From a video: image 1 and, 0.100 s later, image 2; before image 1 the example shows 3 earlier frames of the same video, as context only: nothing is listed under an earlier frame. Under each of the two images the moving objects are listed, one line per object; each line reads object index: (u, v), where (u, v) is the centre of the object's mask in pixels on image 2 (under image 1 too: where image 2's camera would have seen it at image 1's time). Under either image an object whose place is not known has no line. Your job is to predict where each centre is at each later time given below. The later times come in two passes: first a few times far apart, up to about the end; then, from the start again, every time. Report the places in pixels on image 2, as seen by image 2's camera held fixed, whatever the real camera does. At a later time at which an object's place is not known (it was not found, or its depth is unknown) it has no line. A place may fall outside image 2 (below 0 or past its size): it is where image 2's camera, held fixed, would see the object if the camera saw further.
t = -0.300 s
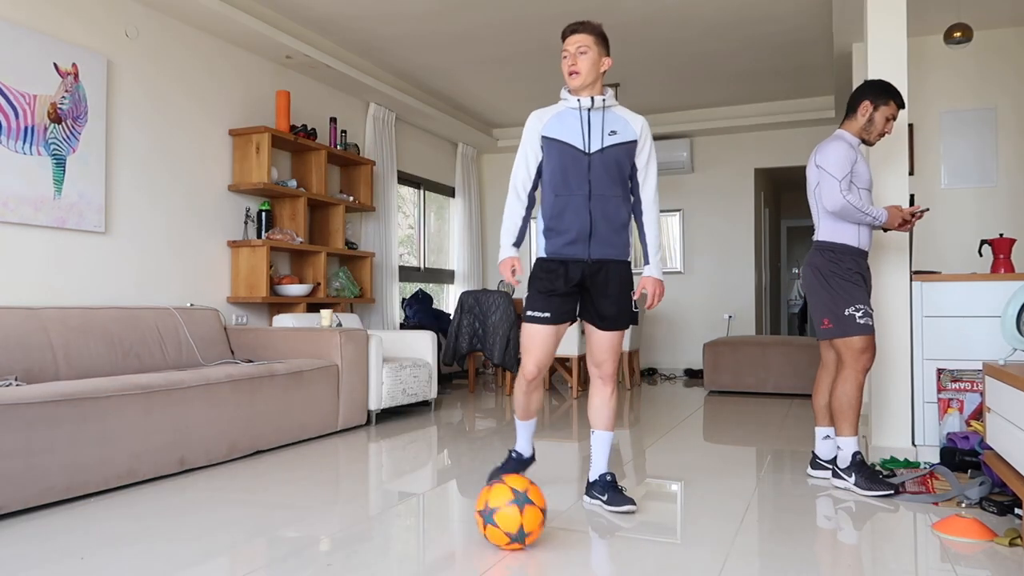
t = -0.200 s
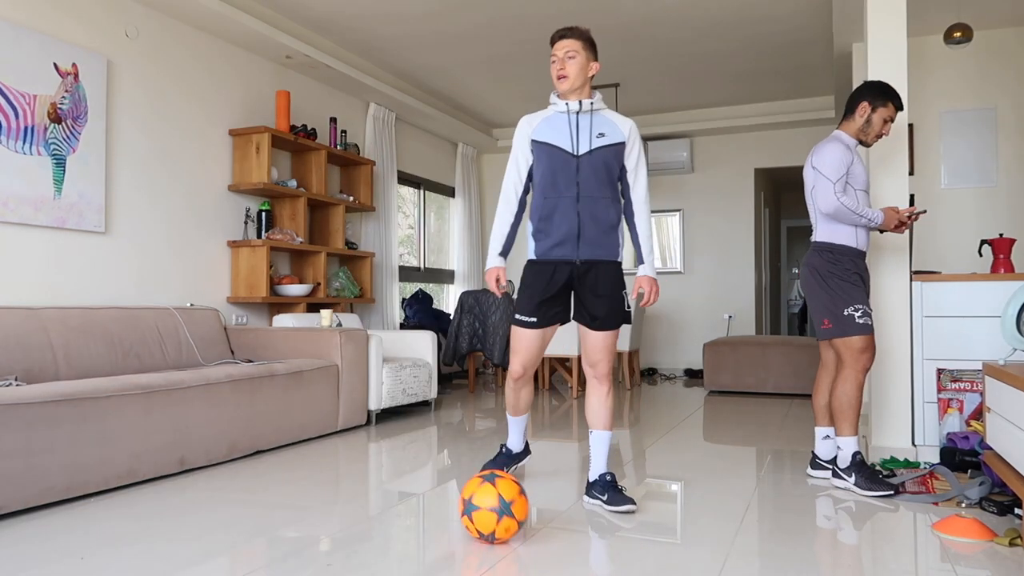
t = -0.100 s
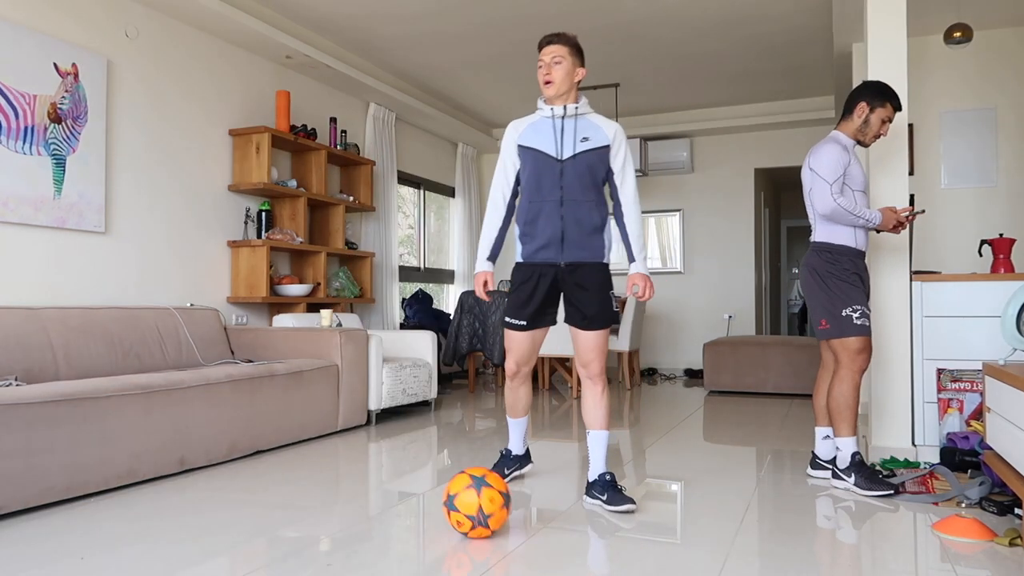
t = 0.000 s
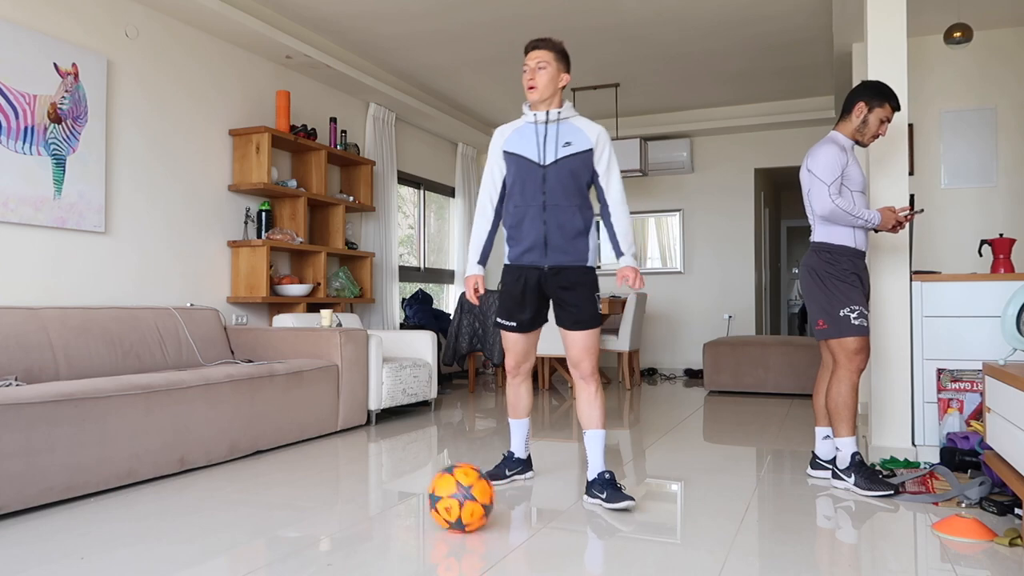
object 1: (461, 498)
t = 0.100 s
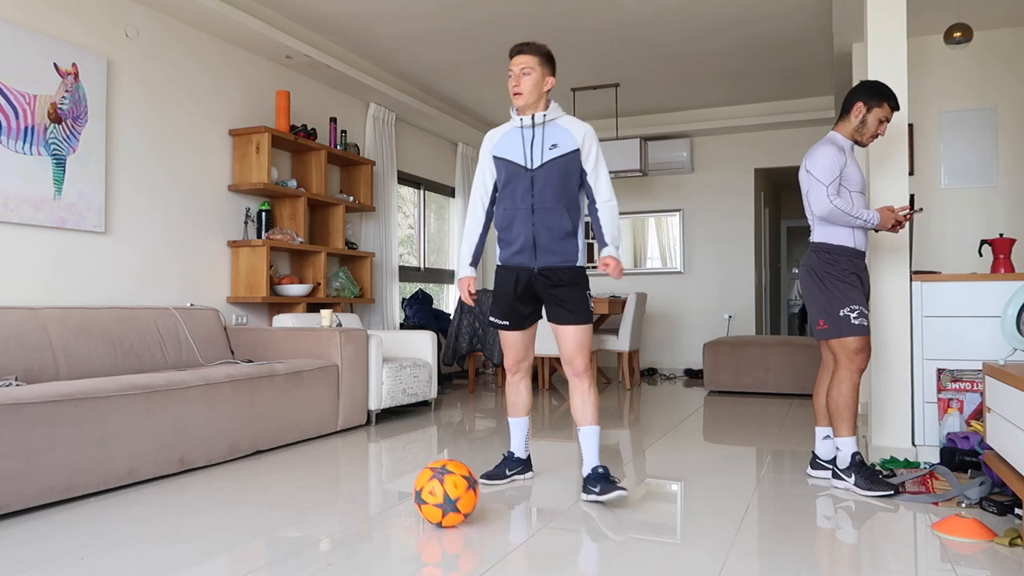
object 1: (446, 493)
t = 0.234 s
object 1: (427, 488)
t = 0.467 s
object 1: (397, 480)
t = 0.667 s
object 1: (374, 473)
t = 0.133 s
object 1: (441, 491)
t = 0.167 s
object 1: (436, 490)
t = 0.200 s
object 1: (432, 489)
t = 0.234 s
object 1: (427, 488)
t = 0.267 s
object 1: (423, 487)
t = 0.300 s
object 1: (419, 486)
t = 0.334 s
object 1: (414, 484)
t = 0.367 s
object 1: (410, 484)
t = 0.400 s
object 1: (405, 482)
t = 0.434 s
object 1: (401, 481)
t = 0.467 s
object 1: (397, 480)
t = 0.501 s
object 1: (393, 479)
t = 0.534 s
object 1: (389, 477)
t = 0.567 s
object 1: (385, 476)
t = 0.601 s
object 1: (381, 475)
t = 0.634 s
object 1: (378, 474)
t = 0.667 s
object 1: (374, 473)
